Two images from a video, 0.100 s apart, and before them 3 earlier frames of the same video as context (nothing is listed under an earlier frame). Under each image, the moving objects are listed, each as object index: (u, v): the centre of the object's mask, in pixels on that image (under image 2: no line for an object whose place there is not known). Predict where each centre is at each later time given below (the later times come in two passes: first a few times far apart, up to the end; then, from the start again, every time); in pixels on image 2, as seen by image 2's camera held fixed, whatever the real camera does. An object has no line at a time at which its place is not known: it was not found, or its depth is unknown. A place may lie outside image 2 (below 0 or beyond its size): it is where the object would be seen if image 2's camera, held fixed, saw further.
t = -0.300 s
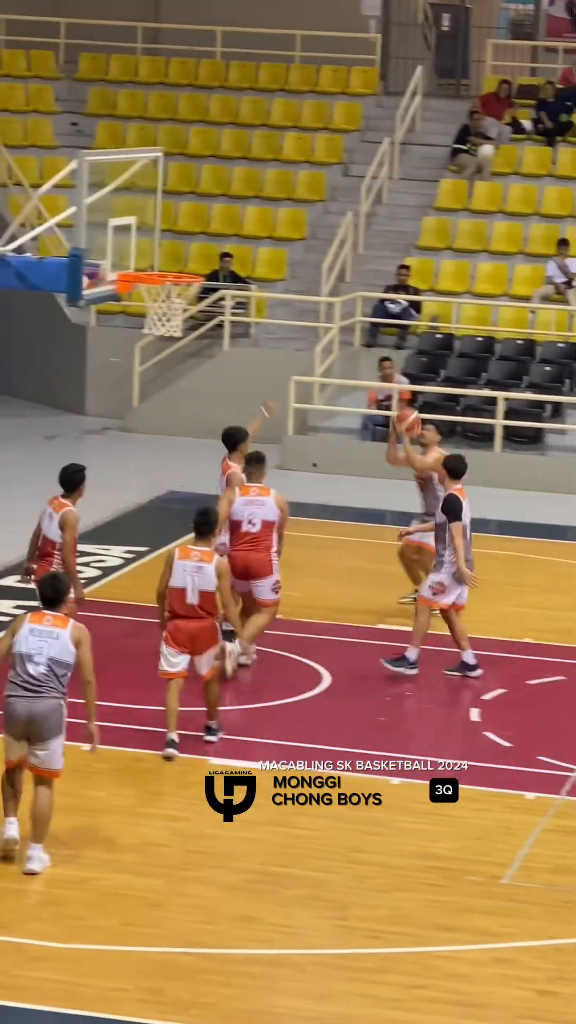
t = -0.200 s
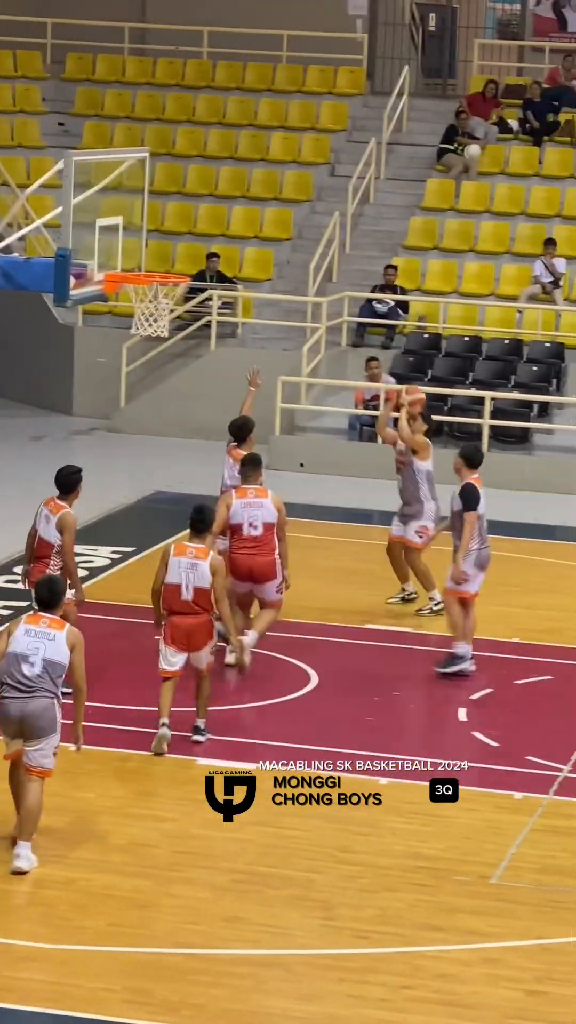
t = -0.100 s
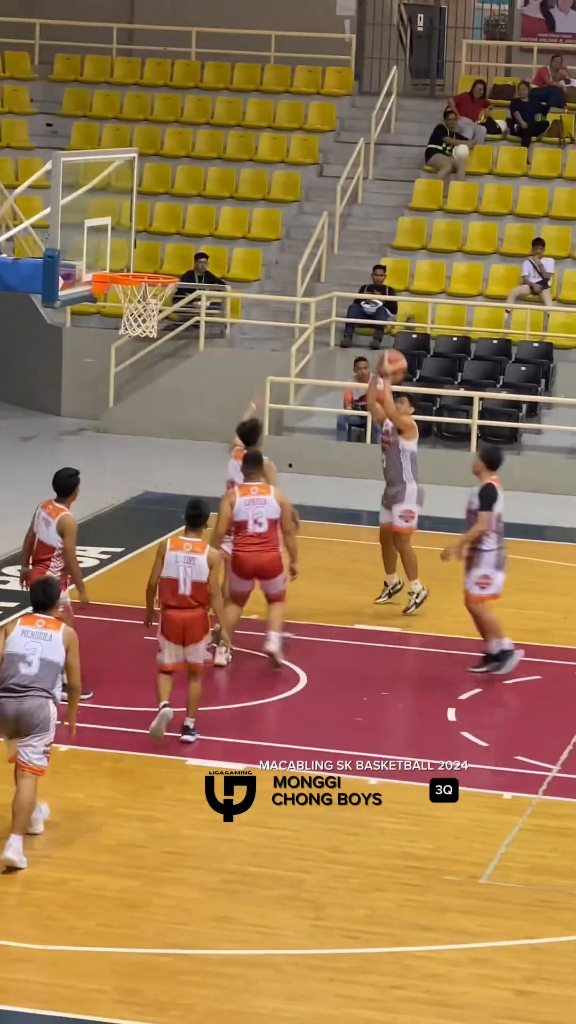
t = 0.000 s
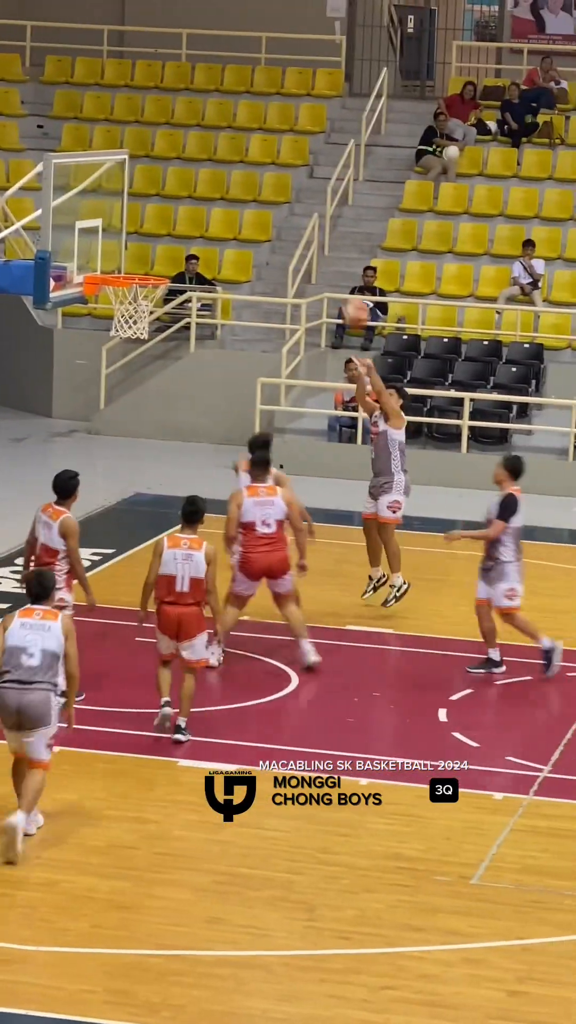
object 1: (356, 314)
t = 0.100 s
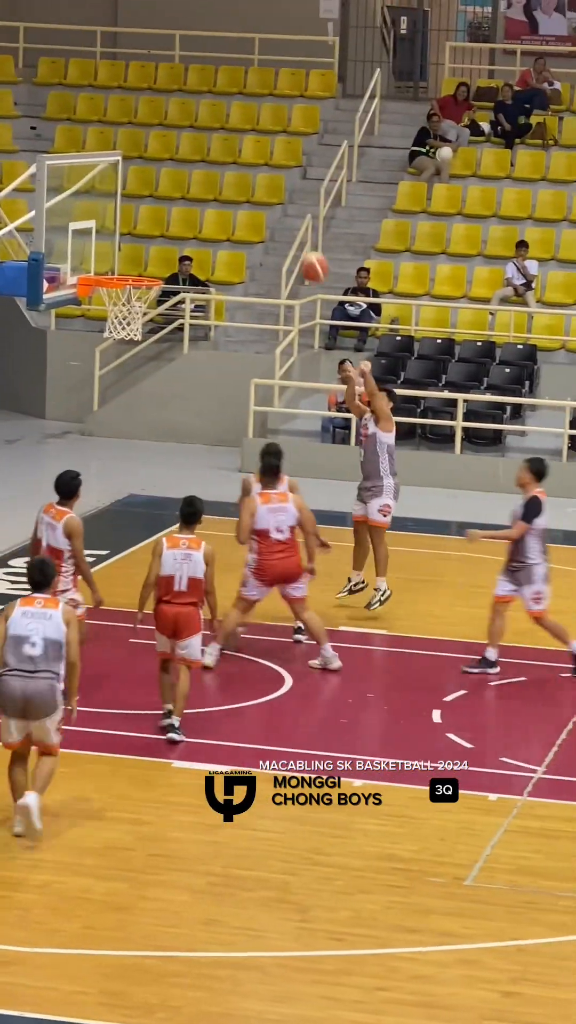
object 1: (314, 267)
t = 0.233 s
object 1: (267, 222)
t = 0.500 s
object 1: (163, 193)
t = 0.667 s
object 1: (122, 221)
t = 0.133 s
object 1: (303, 254)
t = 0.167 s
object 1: (291, 242)
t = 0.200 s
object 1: (280, 232)
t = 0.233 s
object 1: (267, 222)
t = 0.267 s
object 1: (255, 214)
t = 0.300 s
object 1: (243, 207)
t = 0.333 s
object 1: (230, 202)
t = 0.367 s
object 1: (217, 198)
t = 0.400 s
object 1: (203, 195)
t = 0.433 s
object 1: (191, 193)
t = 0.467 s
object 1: (178, 192)
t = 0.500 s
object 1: (163, 193)
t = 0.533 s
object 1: (150, 196)
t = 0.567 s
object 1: (137, 200)
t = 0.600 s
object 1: (123, 206)
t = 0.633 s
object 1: (119, 213)
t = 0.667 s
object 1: (122, 221)
